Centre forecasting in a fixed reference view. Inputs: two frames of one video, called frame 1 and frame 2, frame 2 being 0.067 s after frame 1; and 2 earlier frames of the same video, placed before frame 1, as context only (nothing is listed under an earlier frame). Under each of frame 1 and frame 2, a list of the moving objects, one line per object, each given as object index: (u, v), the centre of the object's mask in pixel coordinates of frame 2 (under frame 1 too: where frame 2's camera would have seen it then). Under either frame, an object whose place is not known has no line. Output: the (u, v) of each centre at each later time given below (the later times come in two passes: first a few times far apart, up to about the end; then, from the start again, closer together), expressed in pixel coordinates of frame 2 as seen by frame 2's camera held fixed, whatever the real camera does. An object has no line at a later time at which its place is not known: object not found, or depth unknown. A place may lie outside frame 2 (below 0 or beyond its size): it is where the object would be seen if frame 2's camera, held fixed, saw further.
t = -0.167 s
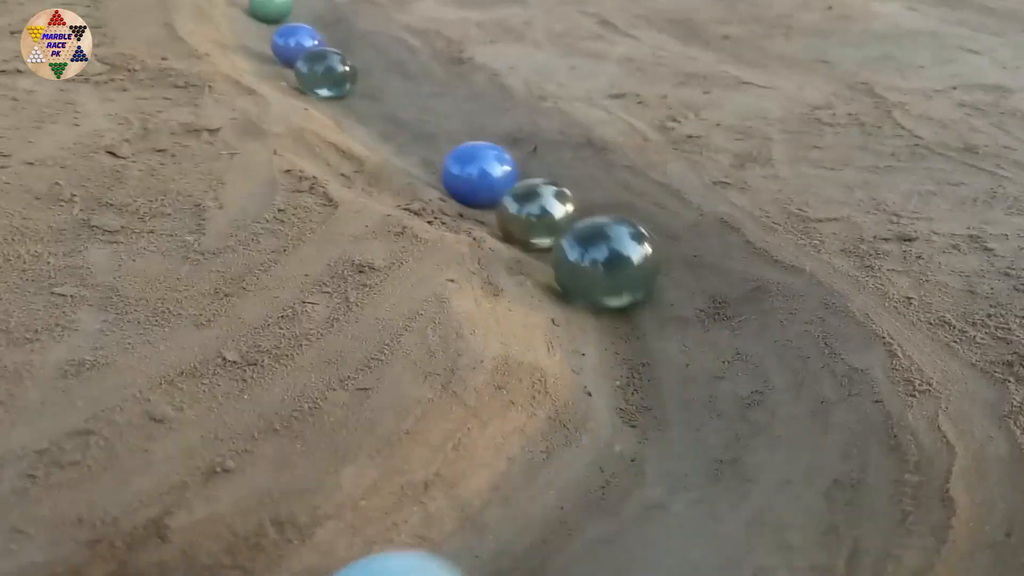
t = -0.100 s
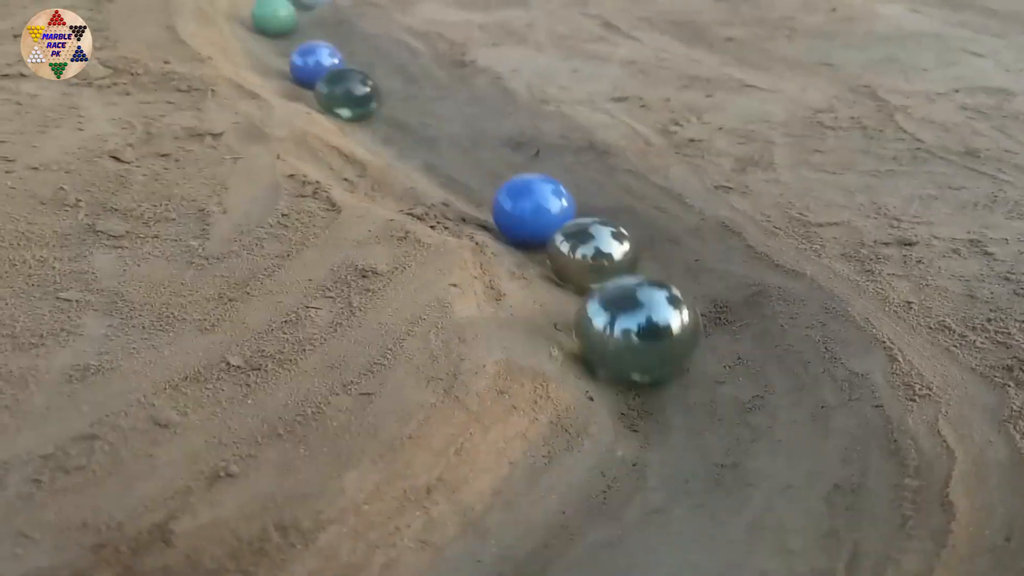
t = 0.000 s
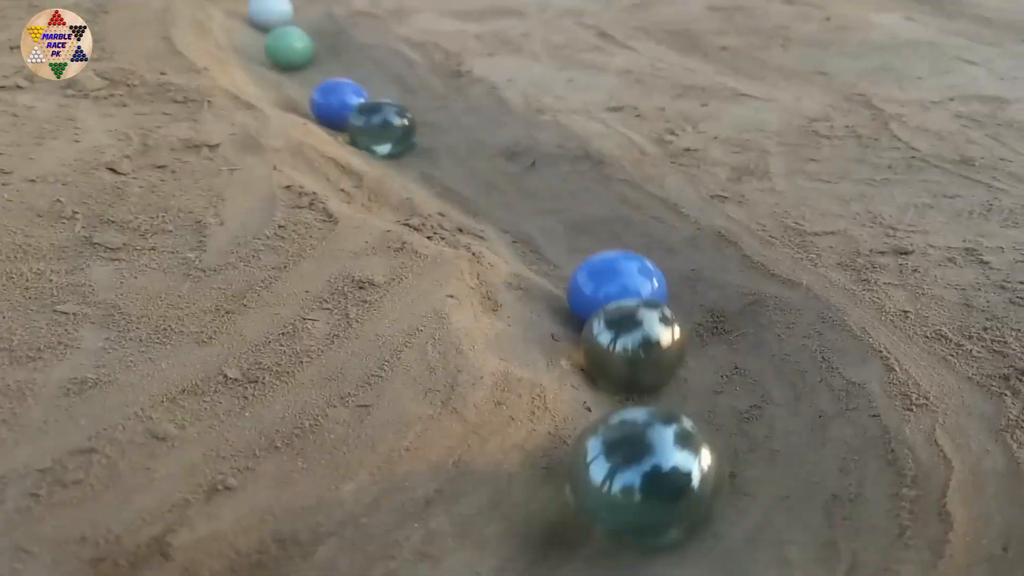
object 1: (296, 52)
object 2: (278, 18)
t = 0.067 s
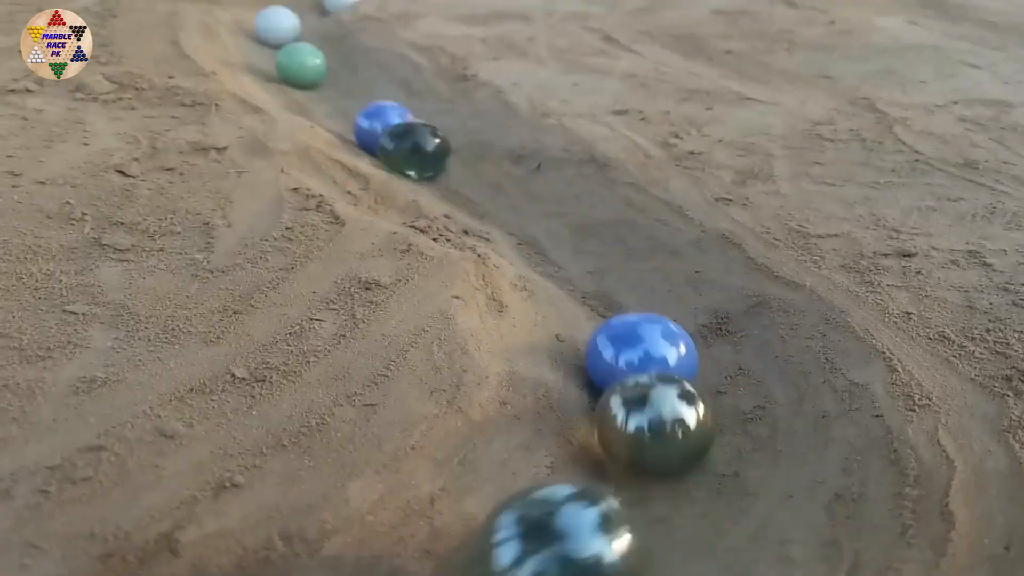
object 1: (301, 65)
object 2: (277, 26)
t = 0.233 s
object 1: (347, 108)
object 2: (302, 61)
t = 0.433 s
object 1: (467, 183)
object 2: (353, 110)
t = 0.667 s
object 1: (636, 348)
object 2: (489, 193)
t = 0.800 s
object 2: (599, 267)
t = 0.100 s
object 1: (313, 72)
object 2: (280, 33)
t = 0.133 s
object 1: (329, 80)
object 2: (285, 43)
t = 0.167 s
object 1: (336, 88)
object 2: (284, 44)
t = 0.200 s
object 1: (337, 101)
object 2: (289, 53)
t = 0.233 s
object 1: (347, 108)
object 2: (302, 61)
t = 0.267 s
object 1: (371, 120)
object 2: (309, 68)
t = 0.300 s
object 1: (387, 132)
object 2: (317, 75)
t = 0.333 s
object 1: (404, 144)
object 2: (326, 83)
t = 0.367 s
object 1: (421, 155)
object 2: (335, 93)
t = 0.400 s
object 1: (446, 167)
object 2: (342, 102)
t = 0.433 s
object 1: (467, 183)
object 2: (353, 110)
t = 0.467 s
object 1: (493, 198)
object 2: (373, 121)
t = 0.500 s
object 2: (388, 131)
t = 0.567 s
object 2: (420, 154)
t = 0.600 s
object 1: (609, 275)
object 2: (443, 164)
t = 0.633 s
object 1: (627, 310)
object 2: (465, 179)
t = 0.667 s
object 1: (636, 348)
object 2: (489, 193)
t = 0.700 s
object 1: (649, 390)
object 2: (519, 204)
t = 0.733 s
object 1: (661, 443)
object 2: (541, 224)
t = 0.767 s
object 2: (563, 246)
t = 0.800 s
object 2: (599, 267)
